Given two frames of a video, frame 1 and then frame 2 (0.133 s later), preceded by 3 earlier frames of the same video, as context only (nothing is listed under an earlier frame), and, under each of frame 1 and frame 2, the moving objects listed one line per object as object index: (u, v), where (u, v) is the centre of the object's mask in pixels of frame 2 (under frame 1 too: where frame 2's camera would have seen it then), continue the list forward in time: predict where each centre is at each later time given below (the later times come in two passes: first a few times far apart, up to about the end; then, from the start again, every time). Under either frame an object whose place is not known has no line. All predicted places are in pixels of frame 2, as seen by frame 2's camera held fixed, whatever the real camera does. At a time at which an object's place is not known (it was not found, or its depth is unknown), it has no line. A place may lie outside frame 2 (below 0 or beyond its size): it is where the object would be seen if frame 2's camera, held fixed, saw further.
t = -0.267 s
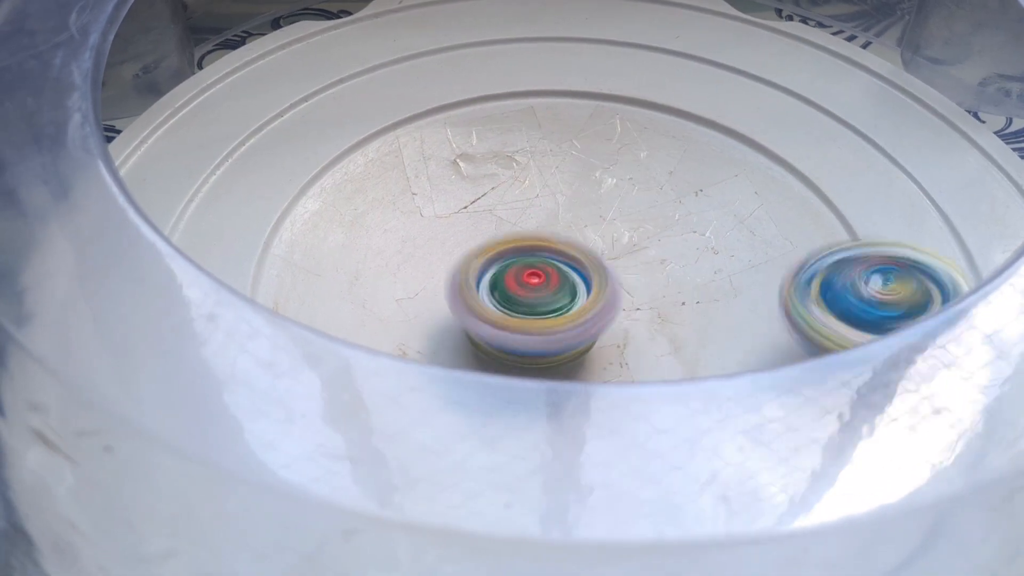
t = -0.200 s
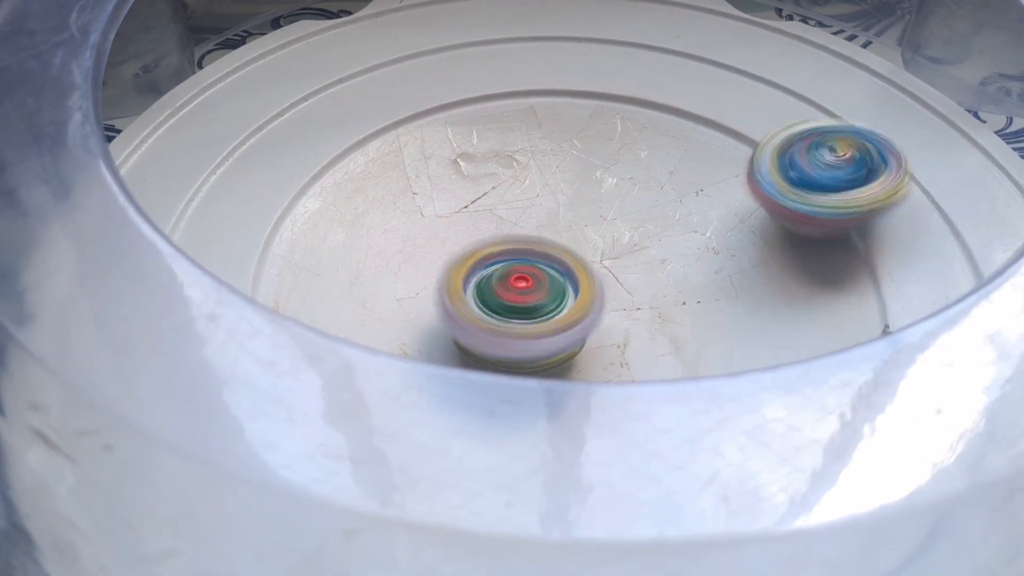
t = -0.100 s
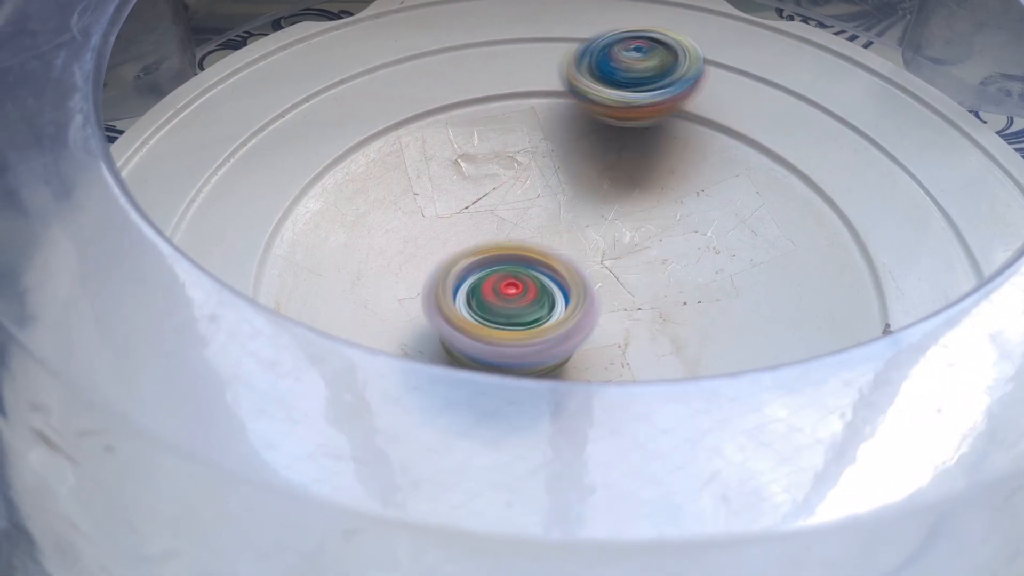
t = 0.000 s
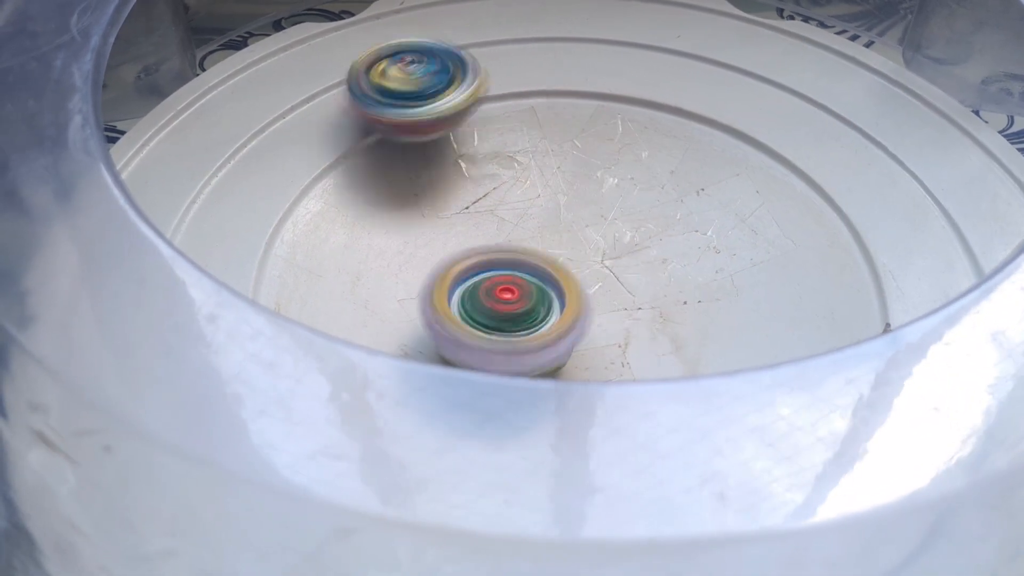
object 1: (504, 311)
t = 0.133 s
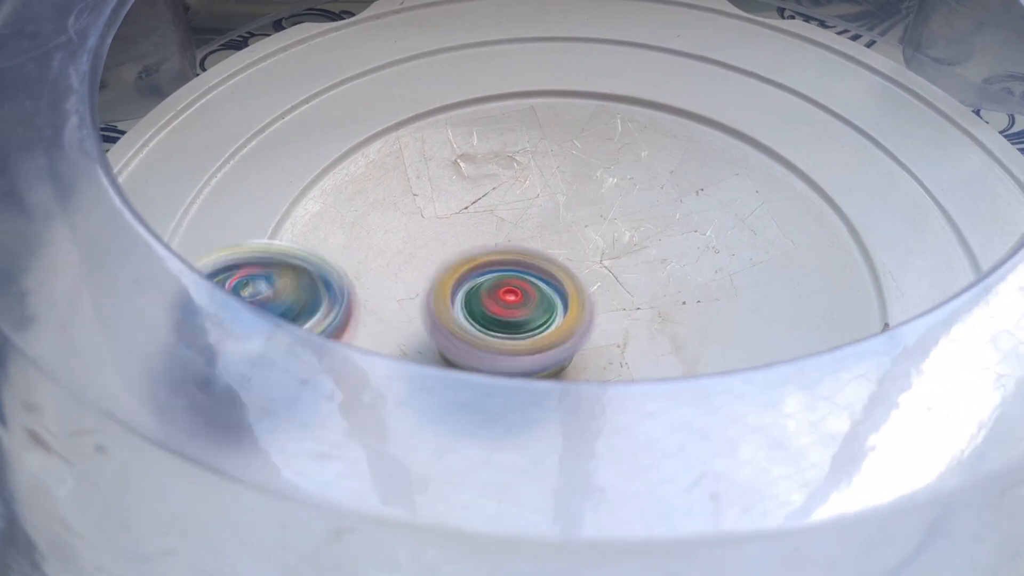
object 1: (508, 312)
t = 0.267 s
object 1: (519, 307)
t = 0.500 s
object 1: (531, 284)
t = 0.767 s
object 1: (507, 247)
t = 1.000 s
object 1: (505, 256)
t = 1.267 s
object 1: (540, 256)
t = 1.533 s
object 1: (561, 254)
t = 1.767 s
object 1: (583, 262)
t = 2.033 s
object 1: (607, 281)
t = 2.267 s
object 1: (618, 294)
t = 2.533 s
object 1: (617, 294)
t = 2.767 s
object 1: (597, 303)
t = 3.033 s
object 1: (577, 310)
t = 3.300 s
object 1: (563, 310)
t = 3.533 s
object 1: (547, 296)
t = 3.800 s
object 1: (520, 286)
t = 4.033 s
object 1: (521, 286)
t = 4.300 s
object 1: (534, 271)
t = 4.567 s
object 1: (540, 255)
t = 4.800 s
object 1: (534, 256)
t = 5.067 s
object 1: (551, 268)
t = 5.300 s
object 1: (575, 289)
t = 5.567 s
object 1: (604, 299)
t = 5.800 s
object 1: (622, 299)
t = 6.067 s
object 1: (598, 288)
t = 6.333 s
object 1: (554, 294)
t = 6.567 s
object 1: (539, 306)
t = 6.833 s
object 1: (547, 307)
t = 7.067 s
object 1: (552, 292)
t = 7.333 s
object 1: (533, 269)
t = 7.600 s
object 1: (527, 262)
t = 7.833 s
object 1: (529, 264)
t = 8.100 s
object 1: (548, 274)
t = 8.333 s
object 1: (561, 284)
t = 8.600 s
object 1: (580, 298)
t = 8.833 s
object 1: (594, 301)
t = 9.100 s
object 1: (602, 301)
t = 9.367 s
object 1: (587, 292)
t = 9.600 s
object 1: (555, 286)
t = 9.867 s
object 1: (531, 288)
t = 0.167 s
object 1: (510, 312)
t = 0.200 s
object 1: (514, 311)
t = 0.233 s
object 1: (517, 309)
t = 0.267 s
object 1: (519, 307)
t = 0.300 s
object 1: (522, 306)
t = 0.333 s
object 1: (524, 302)
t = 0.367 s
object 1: (527, 299)
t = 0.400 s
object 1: (528, 295)
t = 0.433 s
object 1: (529, 291)
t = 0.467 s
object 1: (530, 288)
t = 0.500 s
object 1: (531, 284)
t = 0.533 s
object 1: (530, 279)
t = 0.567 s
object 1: (527, 273)
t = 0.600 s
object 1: (523, 268)
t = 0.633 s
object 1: (520, 262)
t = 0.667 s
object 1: (517, 256)
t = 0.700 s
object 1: (513, 250)
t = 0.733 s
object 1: (510, 249)
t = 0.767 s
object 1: (507, 247)
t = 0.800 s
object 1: (504, 247)
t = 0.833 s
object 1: (502, 246)
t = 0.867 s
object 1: (502, 247)
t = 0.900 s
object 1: (500, 248)
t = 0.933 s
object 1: (499, 250)
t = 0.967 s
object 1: (501, 252)
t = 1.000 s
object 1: (505, 256)
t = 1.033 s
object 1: (509, 258)
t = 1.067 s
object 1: (516, 260)
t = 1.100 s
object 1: (521, 260)
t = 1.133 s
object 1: (525, 259)
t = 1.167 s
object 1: (529, 258)
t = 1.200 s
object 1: (533, 257)
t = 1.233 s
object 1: (537, 257)
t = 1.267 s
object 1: (540, 256)
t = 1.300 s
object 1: (546, 256)
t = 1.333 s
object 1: (547, 253)
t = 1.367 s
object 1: (548, 253)
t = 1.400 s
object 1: (552, 253)
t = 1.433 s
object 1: (554, 254)
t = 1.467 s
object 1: (555, 254)
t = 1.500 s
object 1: (560, 254)
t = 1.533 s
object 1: (561, 254)
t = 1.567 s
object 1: (562, 254)
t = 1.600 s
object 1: (567, 255)
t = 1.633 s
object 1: (570, 256)
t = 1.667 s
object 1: (573, 257)
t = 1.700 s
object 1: (577, 258)
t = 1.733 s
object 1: (579, 259)
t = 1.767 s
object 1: (583, 262)
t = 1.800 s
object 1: (586, 265)
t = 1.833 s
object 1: (590, 267)
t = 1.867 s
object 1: (597, 269)
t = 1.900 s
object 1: (600, 271)
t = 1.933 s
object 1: (604, 273)
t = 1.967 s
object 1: (604, 276)
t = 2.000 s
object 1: (603, 279)
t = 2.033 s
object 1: (607, 281)
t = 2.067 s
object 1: (607, 283)
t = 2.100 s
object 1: (610, 285)
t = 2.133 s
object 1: (612, 288)
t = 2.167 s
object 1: (613, 290)
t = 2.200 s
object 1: (615, 291)
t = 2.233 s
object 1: (615, 293)
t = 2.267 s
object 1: (618, 294)
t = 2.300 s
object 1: (620, 295)
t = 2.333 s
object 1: (620, 295)
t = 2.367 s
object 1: (622, 296)
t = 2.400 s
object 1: (621, 296)
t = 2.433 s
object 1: (622, 296)
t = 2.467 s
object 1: (620, 295)
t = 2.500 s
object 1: (619, 295)
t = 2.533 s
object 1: (617, 294)
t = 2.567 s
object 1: (613, 295)
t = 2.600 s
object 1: (612, 296)
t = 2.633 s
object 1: (609, 296)
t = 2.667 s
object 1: (608, 299)
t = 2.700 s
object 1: (603, 300)
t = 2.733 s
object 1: (601, 302)
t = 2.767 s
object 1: (597, 303)
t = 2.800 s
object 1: (596, 306)
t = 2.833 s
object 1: (594, 306)
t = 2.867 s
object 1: (594, 307)
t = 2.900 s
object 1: (591, 308)
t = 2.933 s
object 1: (587, 310)
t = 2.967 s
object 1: (583, 310)
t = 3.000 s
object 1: (582, 310)
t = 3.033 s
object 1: (577, 310)
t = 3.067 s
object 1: (573, 310)
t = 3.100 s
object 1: (572, 311)
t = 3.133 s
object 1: (569, 311)
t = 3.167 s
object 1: (567, 312)
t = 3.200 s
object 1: (565, 312)
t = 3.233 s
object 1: (563, 311)
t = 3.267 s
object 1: (562, 311)
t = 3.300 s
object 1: (563, 310)
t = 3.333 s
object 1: (563, 308)
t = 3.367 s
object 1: (562, 307)
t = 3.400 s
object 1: (560, 304)
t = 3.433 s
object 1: (558, 302)
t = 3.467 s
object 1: (554, 300)
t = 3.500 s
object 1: (550, 298)
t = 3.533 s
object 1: (547, 296)
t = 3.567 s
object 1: (541, 293)
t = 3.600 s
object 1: (538, 292)
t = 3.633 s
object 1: (532, 290)
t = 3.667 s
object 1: (529, 288)
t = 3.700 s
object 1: (527, 287)
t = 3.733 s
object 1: (524, 286)
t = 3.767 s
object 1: (522, 287)
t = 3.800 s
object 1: (520, 286)
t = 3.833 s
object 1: (519, 286)
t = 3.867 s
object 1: (518, 286)
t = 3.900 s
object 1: (519, 286)
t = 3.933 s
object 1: (518, 286)
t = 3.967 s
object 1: (519, 286)
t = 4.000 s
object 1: (521, 287)
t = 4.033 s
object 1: (521, 286)
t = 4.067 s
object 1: (522, 286)
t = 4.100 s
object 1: (524, 286)
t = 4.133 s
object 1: (528, 286)
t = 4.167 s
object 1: (530, 284)
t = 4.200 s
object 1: (532, 280)
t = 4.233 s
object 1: (532, 277)
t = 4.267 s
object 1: (532, 274)
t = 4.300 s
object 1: (534, 271)
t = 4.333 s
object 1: (534, 268)
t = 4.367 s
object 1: (537, 267)
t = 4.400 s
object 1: (538, 265)
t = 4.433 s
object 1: (538, 261)
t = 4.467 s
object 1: (539, 260)
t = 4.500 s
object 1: (539, 257)
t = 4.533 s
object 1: (538, 256)
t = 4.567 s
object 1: (540, 255)
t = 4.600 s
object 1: (538, 253)
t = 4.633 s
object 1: (537, 253)
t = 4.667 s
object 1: (537, 252)
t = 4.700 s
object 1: (535, 253)
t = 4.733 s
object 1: (534, 254)
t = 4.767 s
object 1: (533, 254)
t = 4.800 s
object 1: (534, 256)
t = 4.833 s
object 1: (536, 258)
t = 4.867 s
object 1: (537, 259)
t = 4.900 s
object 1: (540, 261)
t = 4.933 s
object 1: (543, 263)
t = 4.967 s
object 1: (544, 264)
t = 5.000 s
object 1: (547, 265)
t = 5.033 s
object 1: (550, 267)
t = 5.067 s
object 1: (551, 268)
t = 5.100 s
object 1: (555, 272)
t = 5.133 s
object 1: (559, 274)
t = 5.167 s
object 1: (559, 277)
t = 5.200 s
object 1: (564, 280)
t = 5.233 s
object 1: (569, 283)
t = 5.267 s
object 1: (572, 285)
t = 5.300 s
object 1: (575, 289)
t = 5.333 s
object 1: (578, 291)
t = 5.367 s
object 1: (581, 291)
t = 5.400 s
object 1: (585, 293)
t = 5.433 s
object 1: (590, 294)
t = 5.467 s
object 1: (593, 295)
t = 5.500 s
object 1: (597, 296)
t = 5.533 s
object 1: (602, 299)
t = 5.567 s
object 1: (604, 299)
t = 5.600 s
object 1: (606, 300)
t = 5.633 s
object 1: (612, 301)
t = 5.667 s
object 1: (616, 301)
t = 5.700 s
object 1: (618, 301)
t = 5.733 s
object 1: (620, 301)
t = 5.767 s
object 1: (622, 300)
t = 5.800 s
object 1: (622, 299)
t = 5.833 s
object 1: (623, 297)
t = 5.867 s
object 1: (624, 294)
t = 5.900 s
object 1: (621, 294)
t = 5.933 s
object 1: (617, 291)
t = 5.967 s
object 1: (613, 290)
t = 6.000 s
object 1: (610, 288)
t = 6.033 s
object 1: (606, 288)
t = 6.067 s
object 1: (598, 288)
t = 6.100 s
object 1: (593, 288)
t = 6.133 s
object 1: (589, 288)
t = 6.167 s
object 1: (584, 288)
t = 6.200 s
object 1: (578, 289)
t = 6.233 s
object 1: (571, 289)
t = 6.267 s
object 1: (566, 290)
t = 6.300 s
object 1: (560, 292)
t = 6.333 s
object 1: (554, 294)
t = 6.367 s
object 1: (550, 295)
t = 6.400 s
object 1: (548, 297)
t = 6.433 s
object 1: (545, 299)
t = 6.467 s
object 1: (542, 301)
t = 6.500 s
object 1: (540, 303)
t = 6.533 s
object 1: (539, 305)
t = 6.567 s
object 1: (539, 306)
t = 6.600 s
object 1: (538, 307)
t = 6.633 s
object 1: (538, 307)
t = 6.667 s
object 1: (539, 308)
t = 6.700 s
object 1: (541, 309)
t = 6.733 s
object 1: (542, 309)
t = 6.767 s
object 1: (544, 308)
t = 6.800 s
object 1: (545, 308)
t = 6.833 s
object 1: (547, 307)
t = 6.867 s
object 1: (549, 306)
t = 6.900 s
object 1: (551, 304)
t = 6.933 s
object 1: (552, 302)
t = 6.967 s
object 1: (552, 299)
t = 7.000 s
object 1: (554, 297)
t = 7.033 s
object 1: (553, 294)
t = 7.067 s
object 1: (552, 292)
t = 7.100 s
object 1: (550, 288)
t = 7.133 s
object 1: (549, 286)
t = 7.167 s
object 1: (546, 282)
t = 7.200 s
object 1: (544, 280)
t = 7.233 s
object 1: (542, 277)
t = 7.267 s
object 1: (540, 274)
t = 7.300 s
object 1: (536, 272)
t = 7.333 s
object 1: (533, 269)
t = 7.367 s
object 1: (530, 267)
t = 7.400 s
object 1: (530, 267)
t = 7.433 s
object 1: (532, 266)
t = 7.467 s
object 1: (532, 265)
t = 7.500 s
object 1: (530, 264)
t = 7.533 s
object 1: (529, 263)
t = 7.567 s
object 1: (528, 262)
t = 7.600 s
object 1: (527, 262)
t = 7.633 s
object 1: (527, 262)
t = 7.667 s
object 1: (527, 262)
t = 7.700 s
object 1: (528, 262)
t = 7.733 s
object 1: (527, 263)
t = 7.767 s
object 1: (527, 263)
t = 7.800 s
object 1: (528, 263)
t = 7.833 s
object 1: (529, 264)
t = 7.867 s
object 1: (531, 265)
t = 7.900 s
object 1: (534, 266)
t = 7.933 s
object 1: (535, 267)
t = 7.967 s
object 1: (538, 269)
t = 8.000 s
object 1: (540, 271)
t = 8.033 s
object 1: (544, 272)
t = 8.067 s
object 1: (546, 273)
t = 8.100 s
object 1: (548, 274)
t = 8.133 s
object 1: (549, 275)
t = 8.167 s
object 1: (550, 277)
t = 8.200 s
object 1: (554, 279)
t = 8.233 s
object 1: (556, 280)
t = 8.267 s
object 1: (559, 281)
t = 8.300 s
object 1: (561, 283)
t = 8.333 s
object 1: (561, 284)
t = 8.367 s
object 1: (561, 287)
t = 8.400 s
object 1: (563, 288)
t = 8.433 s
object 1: (565, 290)
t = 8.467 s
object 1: (566, 292)
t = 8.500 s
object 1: (569, 294)
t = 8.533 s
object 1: (572, 297)
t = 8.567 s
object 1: (576, 298)
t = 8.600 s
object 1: (580, 298)
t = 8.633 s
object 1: (582, 299)
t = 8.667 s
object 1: (584, 300)
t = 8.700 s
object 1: (586, 300)
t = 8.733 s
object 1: (589, 300)
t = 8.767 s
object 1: (591, 300)
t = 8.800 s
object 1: (594, 301)
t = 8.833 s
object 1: (594, 301)
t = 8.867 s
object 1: (596, 301)
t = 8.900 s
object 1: (599, 302)
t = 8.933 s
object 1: (600, 301)
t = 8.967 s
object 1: (600, 301)
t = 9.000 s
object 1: (600, 302)
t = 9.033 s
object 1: (601, 302)
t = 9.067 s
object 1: (601, 301)
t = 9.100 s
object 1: (602, 301)
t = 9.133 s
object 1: (602, 301)
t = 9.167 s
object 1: (602, 300)
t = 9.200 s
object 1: (601, 299)
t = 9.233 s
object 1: (600, 298)
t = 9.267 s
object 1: (598, 296)
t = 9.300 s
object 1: (596, 294)
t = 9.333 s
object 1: (591, 292)
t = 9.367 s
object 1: (587, 292)
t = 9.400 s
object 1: (584, 291)
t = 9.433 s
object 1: (579, 290)
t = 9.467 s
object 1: (575, 288)
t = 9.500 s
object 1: (570, 287)
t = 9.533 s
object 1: (566, 287)
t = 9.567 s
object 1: (560, 287)
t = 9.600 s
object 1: (555, 286)
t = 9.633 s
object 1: (552, 287)
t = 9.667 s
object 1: (549, 287)
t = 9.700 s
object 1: (545, 287)
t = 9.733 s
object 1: (542, 287)
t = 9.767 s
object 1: (540, 287)
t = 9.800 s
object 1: (536, 288)
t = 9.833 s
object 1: (534, 288)
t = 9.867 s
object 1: (531, 288)
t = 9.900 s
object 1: (535, 302)
